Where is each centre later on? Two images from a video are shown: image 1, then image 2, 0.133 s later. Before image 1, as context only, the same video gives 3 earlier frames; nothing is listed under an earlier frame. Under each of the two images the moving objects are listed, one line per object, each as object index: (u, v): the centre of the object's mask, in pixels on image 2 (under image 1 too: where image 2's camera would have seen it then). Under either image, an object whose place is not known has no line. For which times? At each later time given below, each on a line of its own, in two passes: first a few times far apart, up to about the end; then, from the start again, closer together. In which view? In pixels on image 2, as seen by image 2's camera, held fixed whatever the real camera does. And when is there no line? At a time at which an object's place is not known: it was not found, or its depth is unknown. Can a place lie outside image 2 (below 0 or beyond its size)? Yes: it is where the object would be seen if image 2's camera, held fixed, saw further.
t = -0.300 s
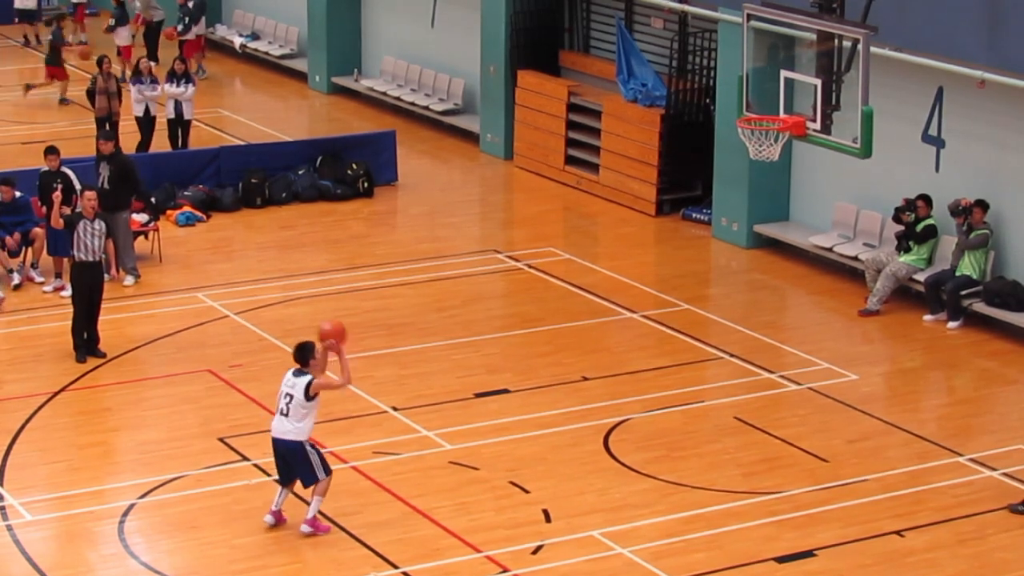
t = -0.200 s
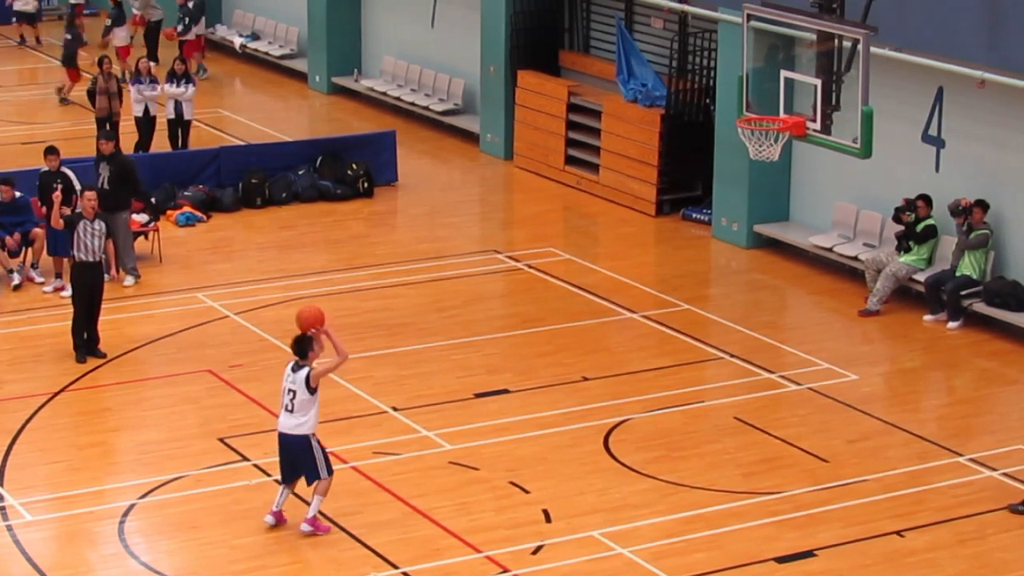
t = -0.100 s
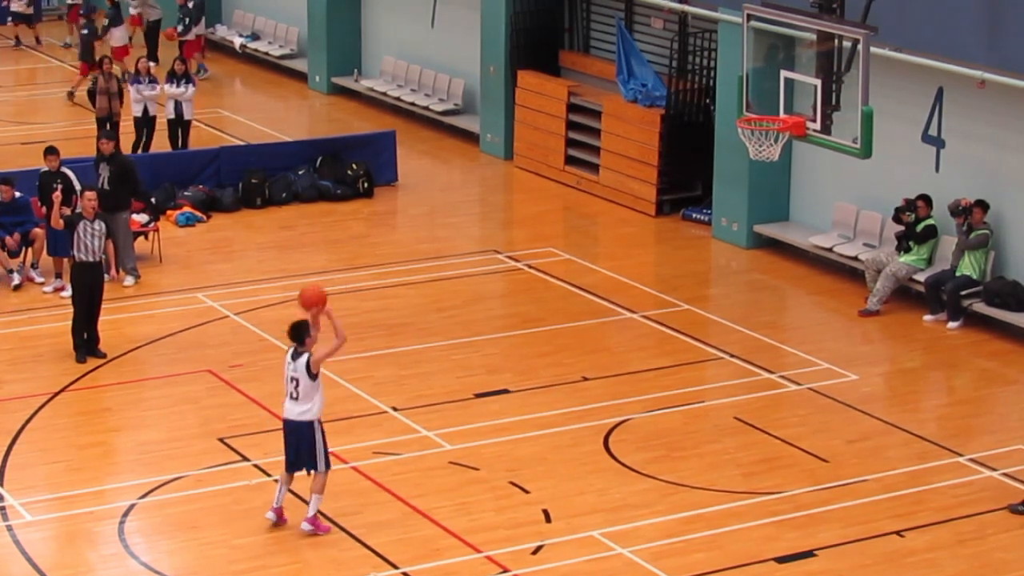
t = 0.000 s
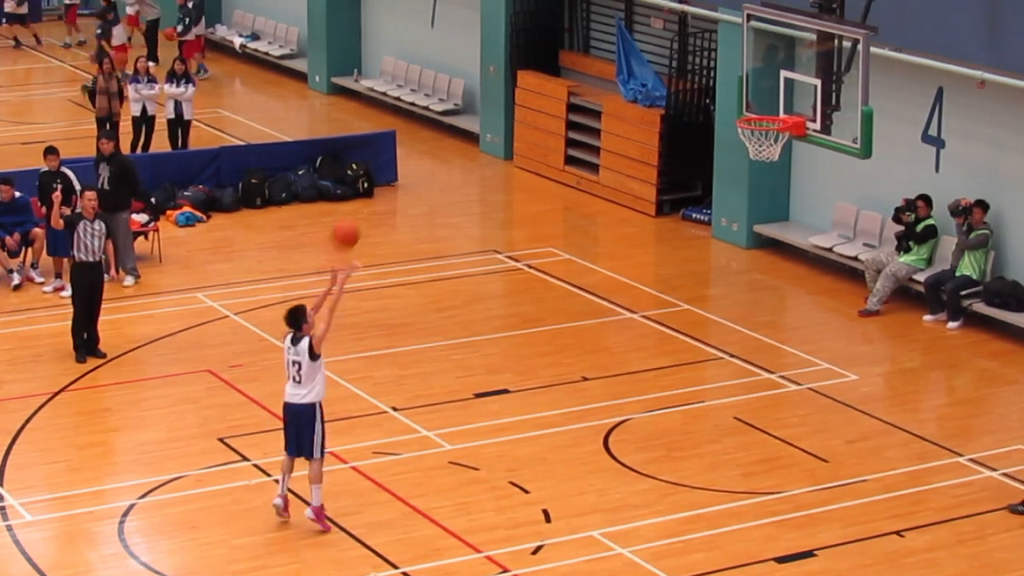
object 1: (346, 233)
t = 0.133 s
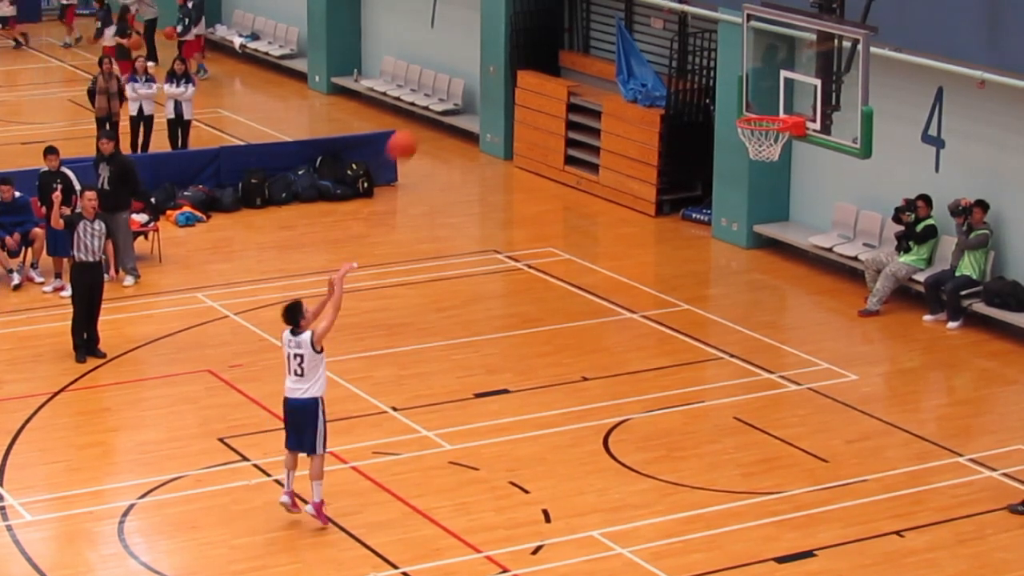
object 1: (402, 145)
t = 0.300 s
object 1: (473, 64)
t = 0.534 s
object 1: (568, 10)
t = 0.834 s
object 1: (683, 26)
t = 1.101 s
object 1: (775, 118)
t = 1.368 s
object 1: (734, 212)
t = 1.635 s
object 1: (694, 361)
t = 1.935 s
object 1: (648, 277)
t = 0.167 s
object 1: (417, 126)
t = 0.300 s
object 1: (473, 64)
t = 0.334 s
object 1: (487, 52)
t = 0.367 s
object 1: (501, 41)
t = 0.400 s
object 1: (515, 32)
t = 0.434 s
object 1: (528, 24)
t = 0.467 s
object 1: (541, 17)
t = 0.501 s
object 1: (555, 13)
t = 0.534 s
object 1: (568, 10)
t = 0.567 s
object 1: (581, 8)
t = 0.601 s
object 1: (595, 6)
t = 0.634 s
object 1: (607, 7)
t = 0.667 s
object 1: (621, 8)
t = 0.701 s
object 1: (633, 8)
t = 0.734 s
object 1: (646, 10)
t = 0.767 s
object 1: (659, 13)
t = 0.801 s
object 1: (672, 19)
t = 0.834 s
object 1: (683, 26)
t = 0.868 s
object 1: (695, 34)
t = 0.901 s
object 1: (707, 43)
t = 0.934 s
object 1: (718, 53)
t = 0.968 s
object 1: (730, 65)
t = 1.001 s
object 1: (742, 77)
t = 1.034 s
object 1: (753, 91)
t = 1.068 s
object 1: (765, 104)
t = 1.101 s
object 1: (775, 118)
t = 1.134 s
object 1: (767, 128)
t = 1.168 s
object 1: (764, 138)
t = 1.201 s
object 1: (760, 151)
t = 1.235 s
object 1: (755, 160)
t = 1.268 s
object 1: (749, 171)
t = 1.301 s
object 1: (744, 184)
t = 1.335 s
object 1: (739, 197)
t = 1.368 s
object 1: (734, 212)
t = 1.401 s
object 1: (729, 228)
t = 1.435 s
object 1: (724, 243)
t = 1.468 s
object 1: (719, 262)
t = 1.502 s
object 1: (714, 279)
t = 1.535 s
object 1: (709, 298)
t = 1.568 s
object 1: (704, 319)
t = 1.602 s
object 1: (699, 341)
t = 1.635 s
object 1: (694, 361)
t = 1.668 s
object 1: (689, 384)
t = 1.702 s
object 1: (684, 390)
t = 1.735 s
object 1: (679, 370)
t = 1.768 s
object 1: (673, 351)
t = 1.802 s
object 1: (668, 334)
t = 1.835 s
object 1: (663, 319)
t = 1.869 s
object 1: (658, 303)
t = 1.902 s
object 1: (653, 291)
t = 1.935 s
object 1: (648, 277)
